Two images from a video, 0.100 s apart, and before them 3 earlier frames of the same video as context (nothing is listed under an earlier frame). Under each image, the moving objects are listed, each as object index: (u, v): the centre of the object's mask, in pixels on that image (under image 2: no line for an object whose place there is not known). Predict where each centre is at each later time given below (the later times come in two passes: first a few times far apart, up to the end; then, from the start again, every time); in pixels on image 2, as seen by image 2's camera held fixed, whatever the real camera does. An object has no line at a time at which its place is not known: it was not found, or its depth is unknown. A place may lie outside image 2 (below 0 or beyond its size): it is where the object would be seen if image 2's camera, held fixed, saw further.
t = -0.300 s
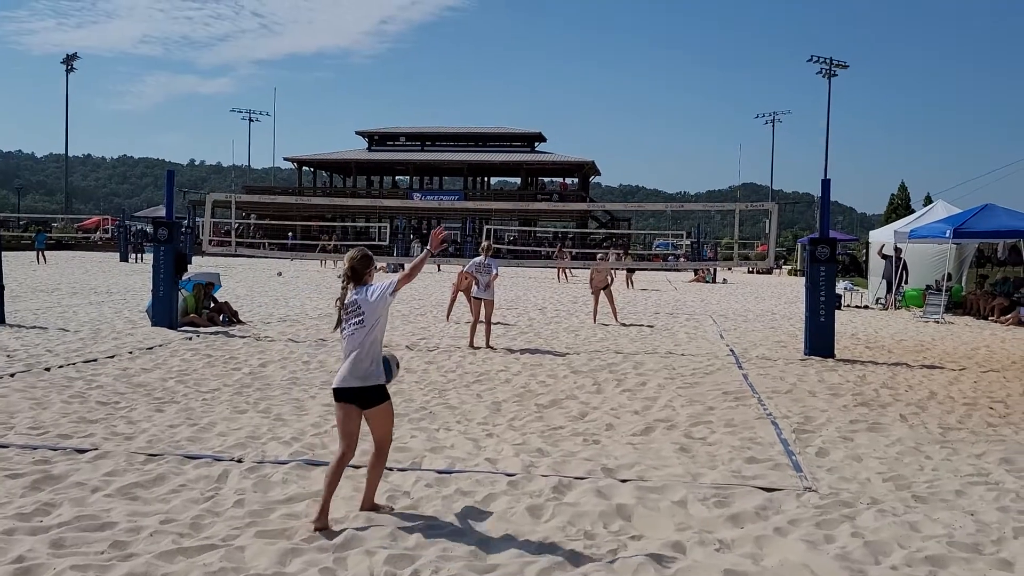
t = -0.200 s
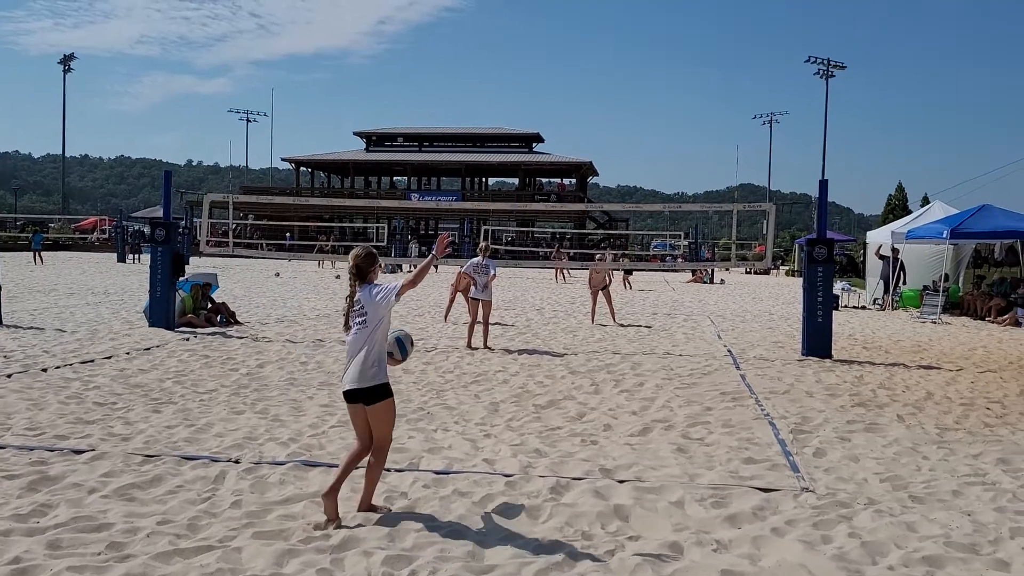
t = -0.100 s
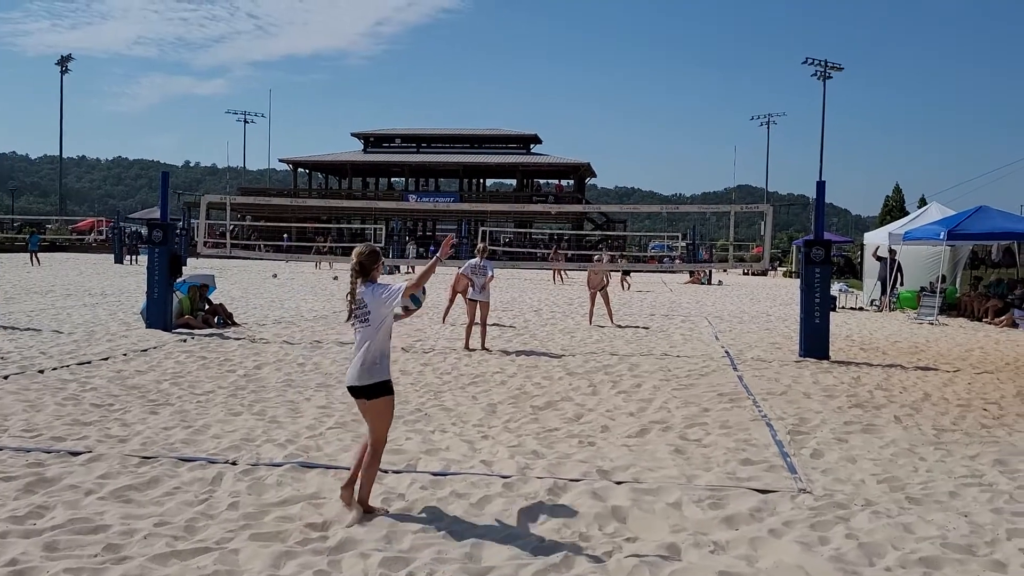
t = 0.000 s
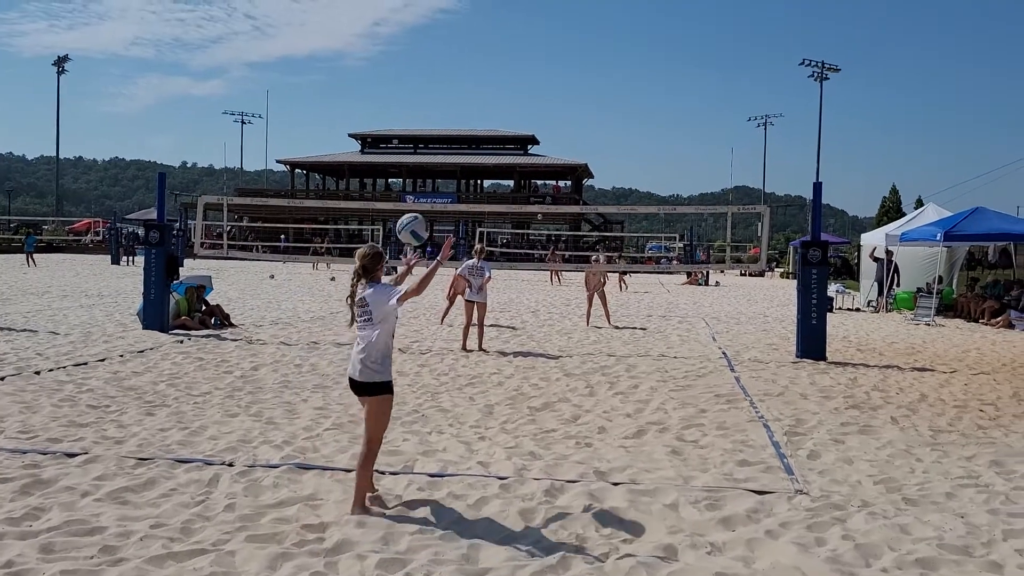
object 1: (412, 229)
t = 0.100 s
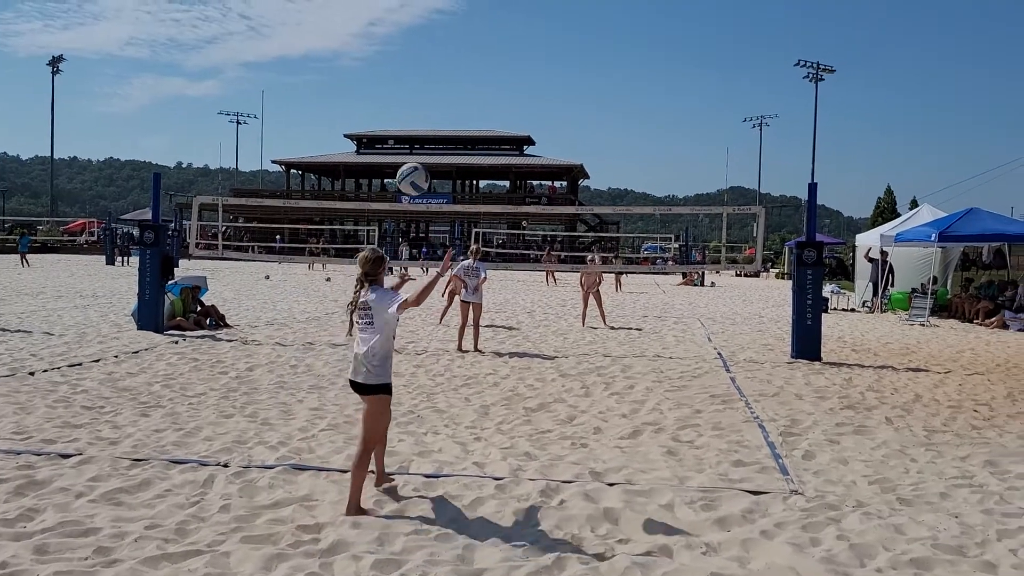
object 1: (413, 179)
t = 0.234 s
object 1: (417, 135)
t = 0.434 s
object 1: (422, 118)
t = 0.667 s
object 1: (424, 167)
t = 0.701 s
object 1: (424, 181)
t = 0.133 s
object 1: (414, 165)
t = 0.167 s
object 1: (415, 154)
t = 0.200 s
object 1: (416, 144)
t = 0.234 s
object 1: (417, 135)
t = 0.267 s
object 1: (418, 129)
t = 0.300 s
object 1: (419, 123)
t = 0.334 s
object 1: (420, 120)
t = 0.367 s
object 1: (421, 117)
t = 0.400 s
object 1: (421, 117)
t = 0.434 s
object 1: (422, 118)
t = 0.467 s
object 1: (422, 120)
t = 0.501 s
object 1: (423, 125)
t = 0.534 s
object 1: (423, 130)
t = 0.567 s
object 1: (424, 137)
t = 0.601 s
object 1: (424, 145)
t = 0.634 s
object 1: (424, 156)
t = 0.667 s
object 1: (424, 167)
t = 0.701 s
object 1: (424, 181)
